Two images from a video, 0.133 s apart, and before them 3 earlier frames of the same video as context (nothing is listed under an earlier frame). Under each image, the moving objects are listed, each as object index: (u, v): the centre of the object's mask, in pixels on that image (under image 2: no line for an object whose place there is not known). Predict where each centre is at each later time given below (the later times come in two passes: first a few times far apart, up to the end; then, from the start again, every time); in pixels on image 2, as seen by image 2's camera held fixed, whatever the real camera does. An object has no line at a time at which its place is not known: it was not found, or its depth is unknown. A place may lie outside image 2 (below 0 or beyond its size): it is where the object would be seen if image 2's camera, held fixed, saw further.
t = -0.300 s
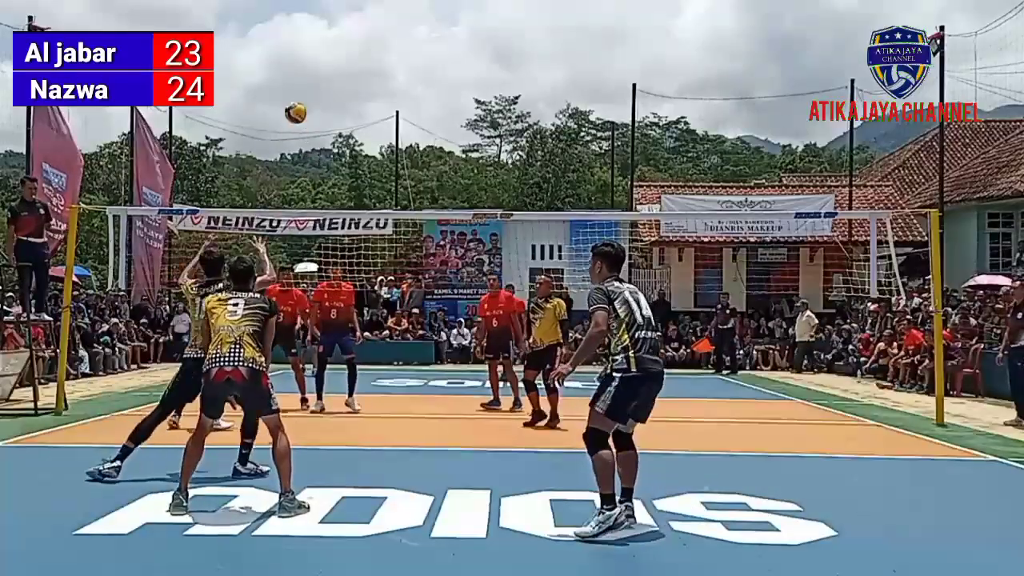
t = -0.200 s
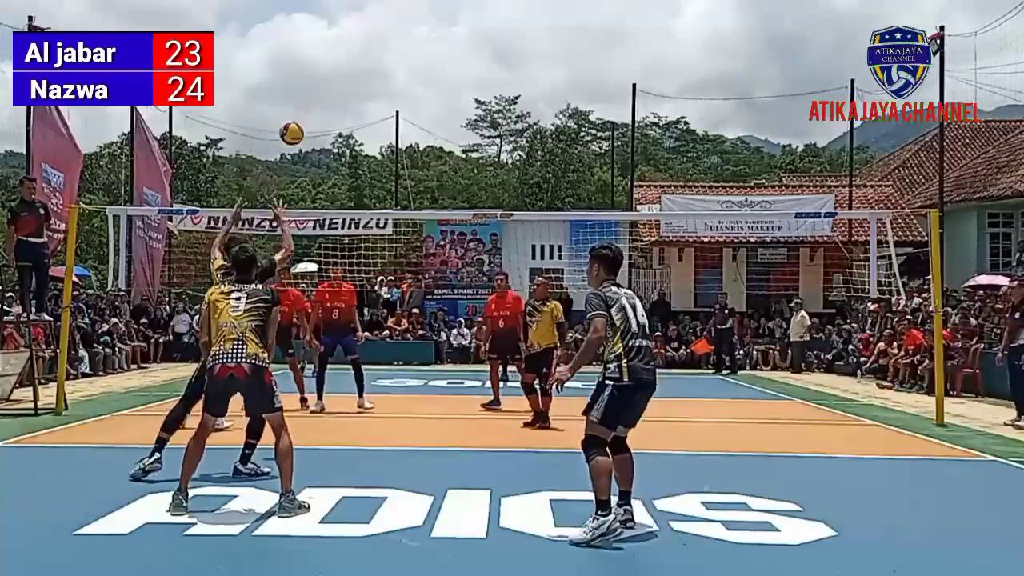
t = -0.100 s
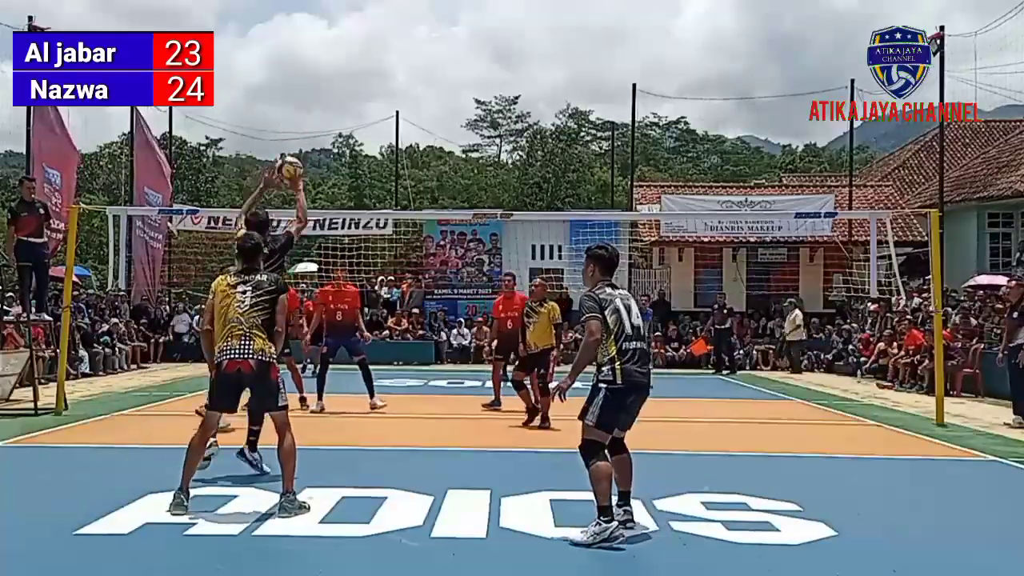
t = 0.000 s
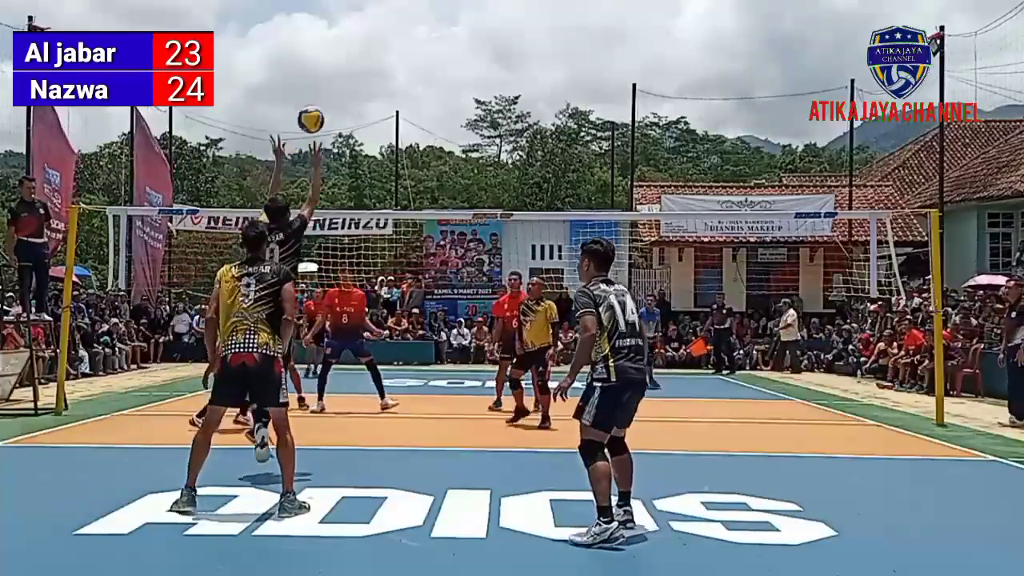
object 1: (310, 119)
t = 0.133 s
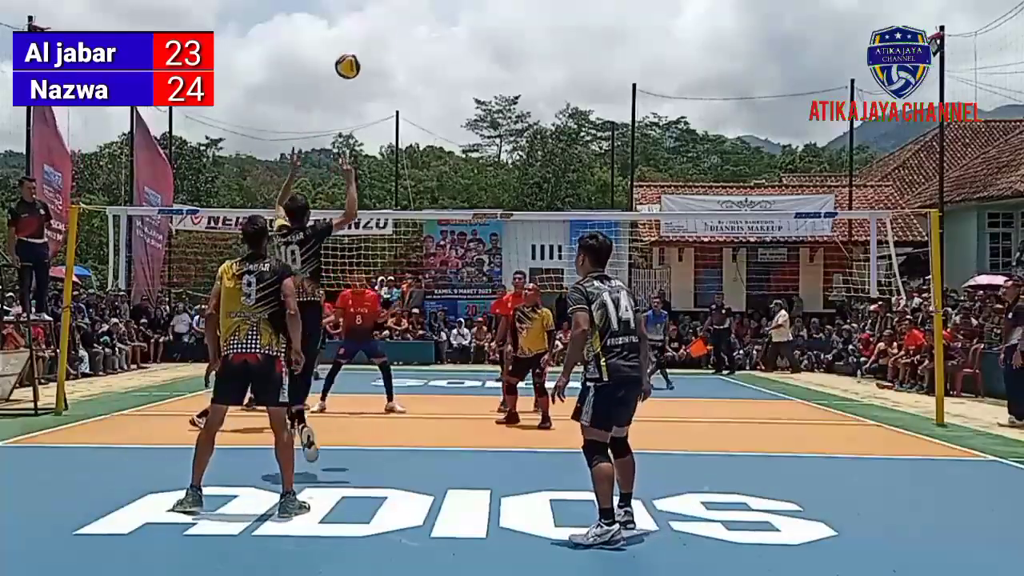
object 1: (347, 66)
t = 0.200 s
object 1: (365, 49)
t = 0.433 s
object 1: (421, 29)
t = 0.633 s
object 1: (464, 59)
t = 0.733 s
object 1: (484, 89)
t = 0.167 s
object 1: (356, 57)
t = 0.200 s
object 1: (365, 49)
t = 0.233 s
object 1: (373, 42)
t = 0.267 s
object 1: (382, 37)
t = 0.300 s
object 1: (390, 33)
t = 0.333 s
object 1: (398, 30)
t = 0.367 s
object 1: (406, 28)
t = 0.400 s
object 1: (414, 28)
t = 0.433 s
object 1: (421, 29)
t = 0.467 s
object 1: (429, 31)
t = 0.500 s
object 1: (436, 34)
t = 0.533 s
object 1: (443, 39)
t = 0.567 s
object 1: (450, 44)
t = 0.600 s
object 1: (458, 51)
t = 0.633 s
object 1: (464, 59)
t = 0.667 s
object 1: (471, 68)
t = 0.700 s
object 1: (478, 78)
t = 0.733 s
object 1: (484, 89)
